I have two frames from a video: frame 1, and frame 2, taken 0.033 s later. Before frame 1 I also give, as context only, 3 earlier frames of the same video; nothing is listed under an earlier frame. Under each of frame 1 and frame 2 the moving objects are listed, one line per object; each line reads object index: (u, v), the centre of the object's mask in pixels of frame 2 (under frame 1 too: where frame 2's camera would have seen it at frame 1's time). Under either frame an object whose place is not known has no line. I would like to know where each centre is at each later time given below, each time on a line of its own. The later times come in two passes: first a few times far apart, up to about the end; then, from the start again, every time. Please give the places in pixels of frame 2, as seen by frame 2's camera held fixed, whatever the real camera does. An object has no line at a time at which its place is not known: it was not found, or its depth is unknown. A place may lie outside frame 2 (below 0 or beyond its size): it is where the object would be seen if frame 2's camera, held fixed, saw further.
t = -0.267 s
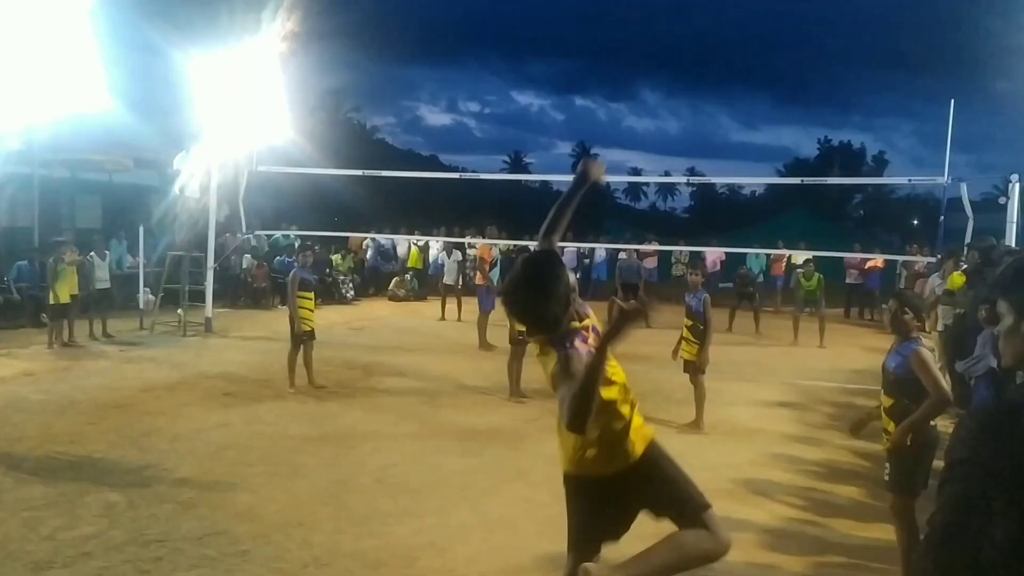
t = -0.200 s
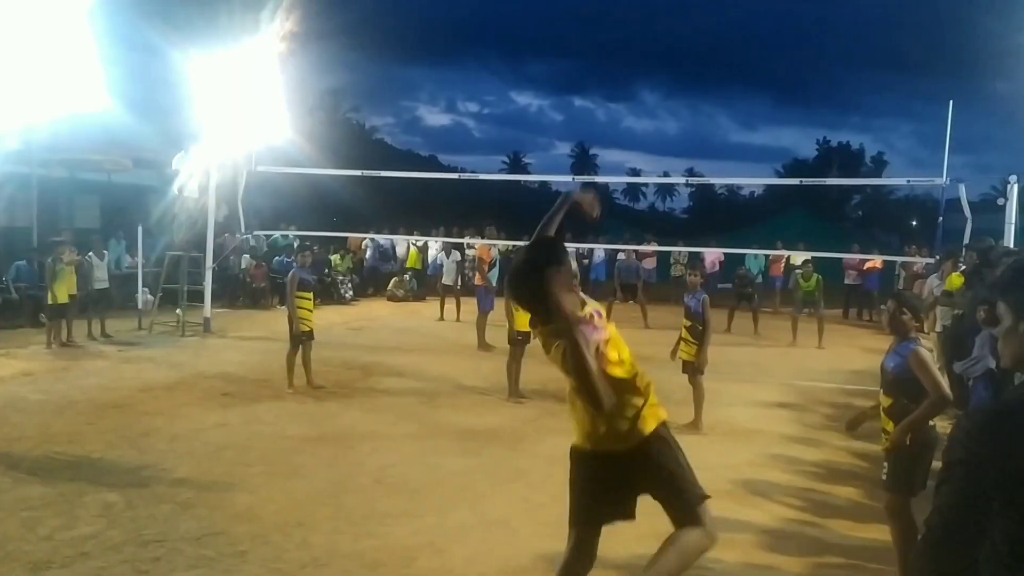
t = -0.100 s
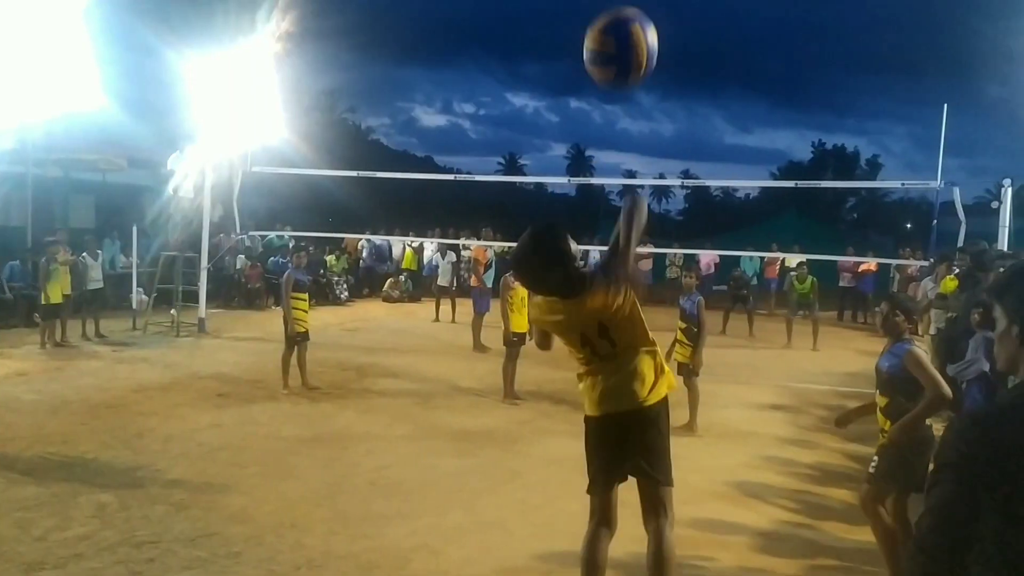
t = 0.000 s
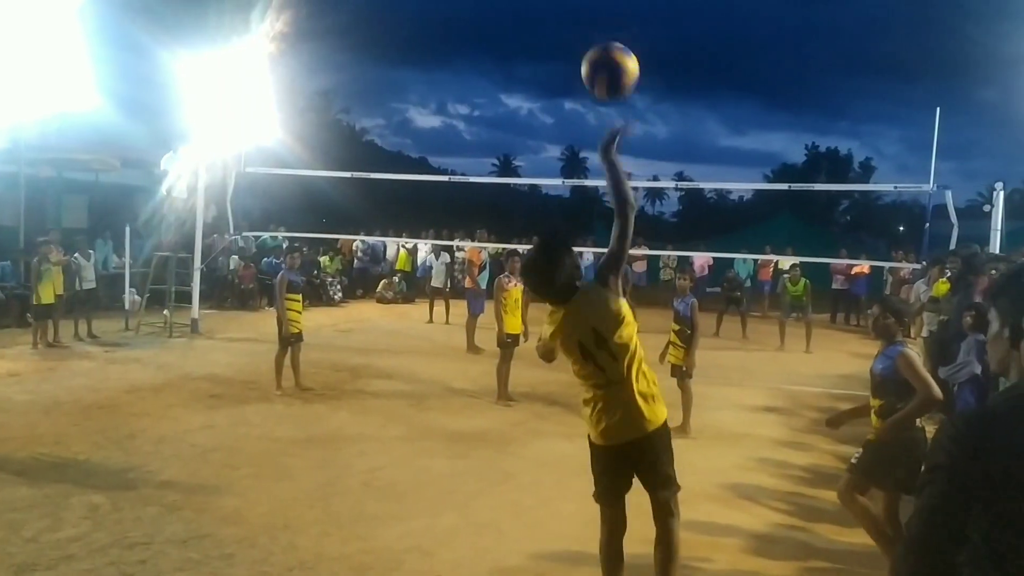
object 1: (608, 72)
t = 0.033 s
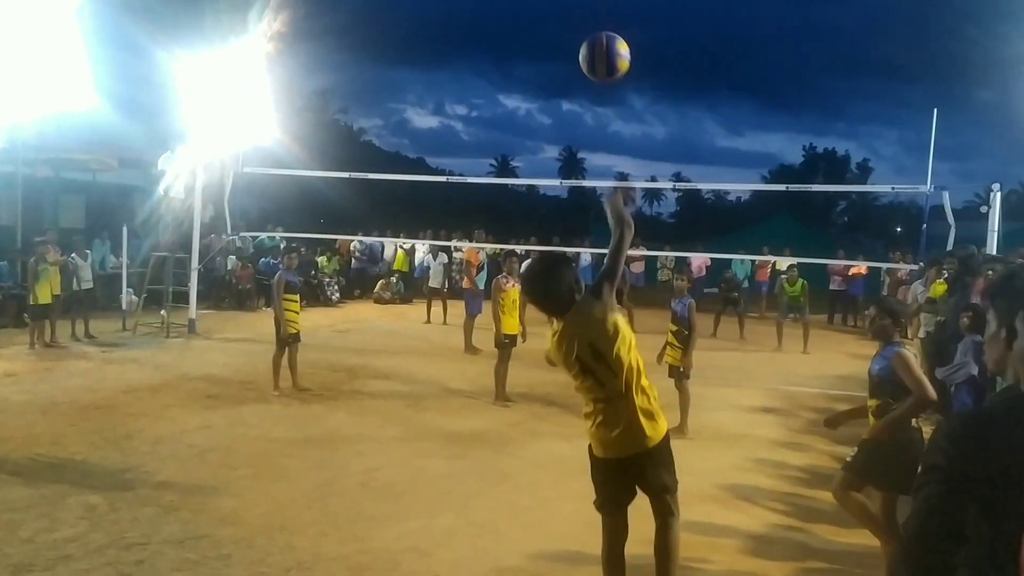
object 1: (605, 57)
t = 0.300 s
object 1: (592, 63)
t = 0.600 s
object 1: (588, 151)
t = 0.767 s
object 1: (589, 207)
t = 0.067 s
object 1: (602, 47)
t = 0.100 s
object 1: (600, 42)
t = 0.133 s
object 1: (598, 40)
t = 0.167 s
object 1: (597, 42)
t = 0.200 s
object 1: (595, 46)
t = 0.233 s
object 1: (594, 51)
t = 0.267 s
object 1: (593, 57)
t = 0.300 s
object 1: (592, 63)
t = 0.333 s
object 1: (592, 71)
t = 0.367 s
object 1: (591, 79)
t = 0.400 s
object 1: (590, 89)
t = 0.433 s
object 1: (590, 98)
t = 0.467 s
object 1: (590, 108)
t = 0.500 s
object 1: (590, 119)
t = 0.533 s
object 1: (589, 129)
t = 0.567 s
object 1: (589, 140)
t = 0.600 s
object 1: (588, 151)
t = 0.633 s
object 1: (588, 163)
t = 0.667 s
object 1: (588, 173)
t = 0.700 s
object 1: (588, 186)
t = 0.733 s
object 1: (589, 196)
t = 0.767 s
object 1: (589, 207)
